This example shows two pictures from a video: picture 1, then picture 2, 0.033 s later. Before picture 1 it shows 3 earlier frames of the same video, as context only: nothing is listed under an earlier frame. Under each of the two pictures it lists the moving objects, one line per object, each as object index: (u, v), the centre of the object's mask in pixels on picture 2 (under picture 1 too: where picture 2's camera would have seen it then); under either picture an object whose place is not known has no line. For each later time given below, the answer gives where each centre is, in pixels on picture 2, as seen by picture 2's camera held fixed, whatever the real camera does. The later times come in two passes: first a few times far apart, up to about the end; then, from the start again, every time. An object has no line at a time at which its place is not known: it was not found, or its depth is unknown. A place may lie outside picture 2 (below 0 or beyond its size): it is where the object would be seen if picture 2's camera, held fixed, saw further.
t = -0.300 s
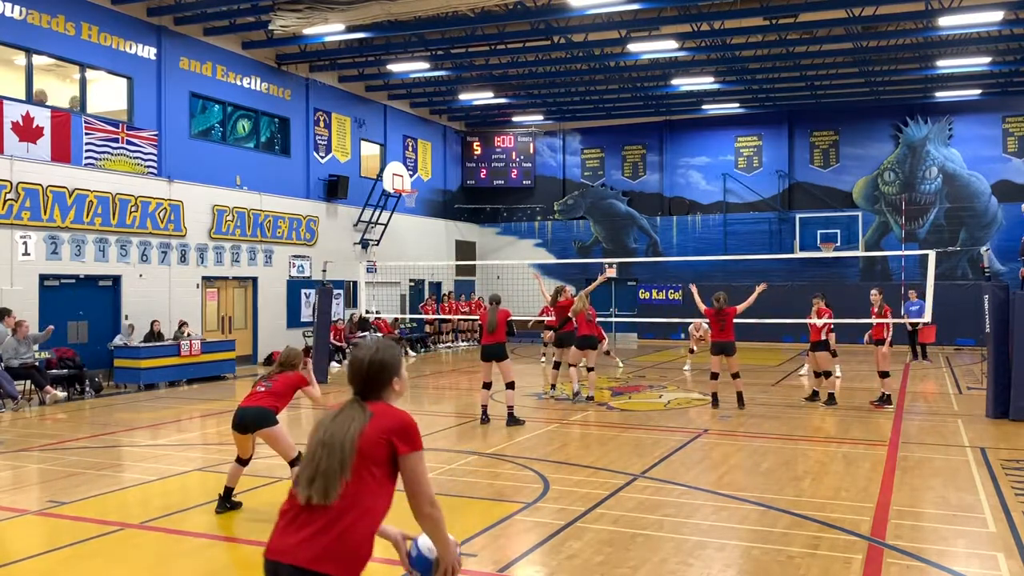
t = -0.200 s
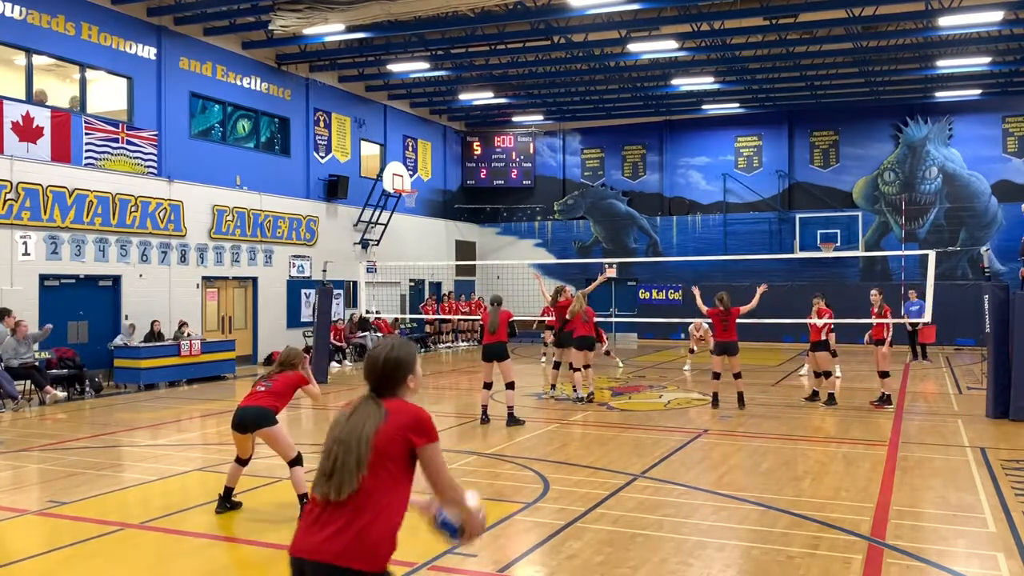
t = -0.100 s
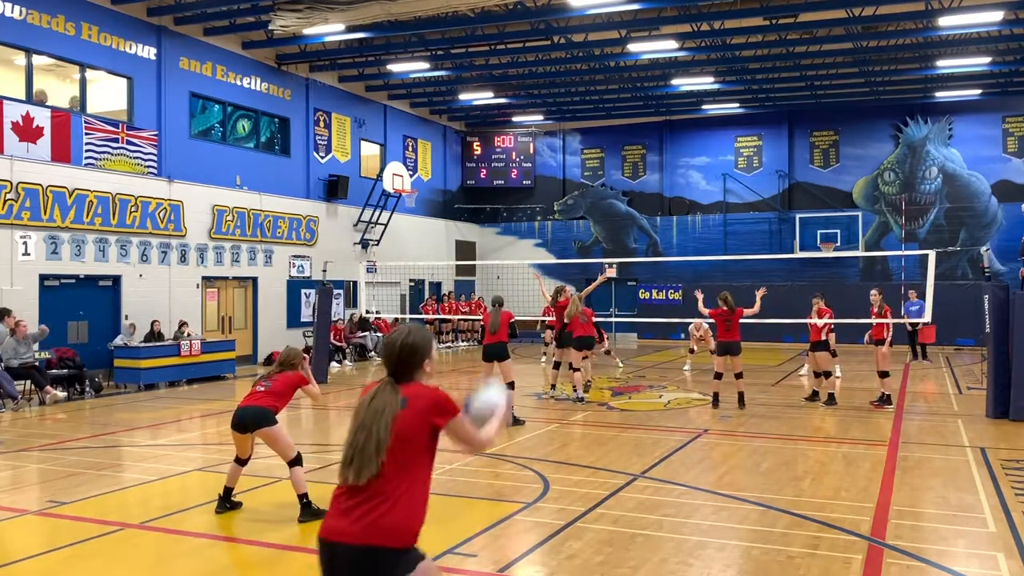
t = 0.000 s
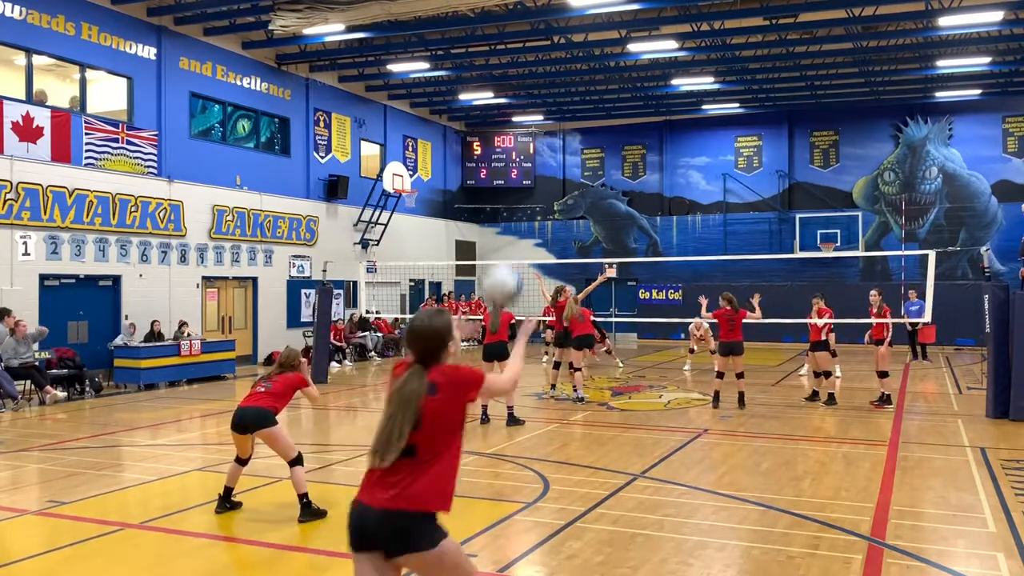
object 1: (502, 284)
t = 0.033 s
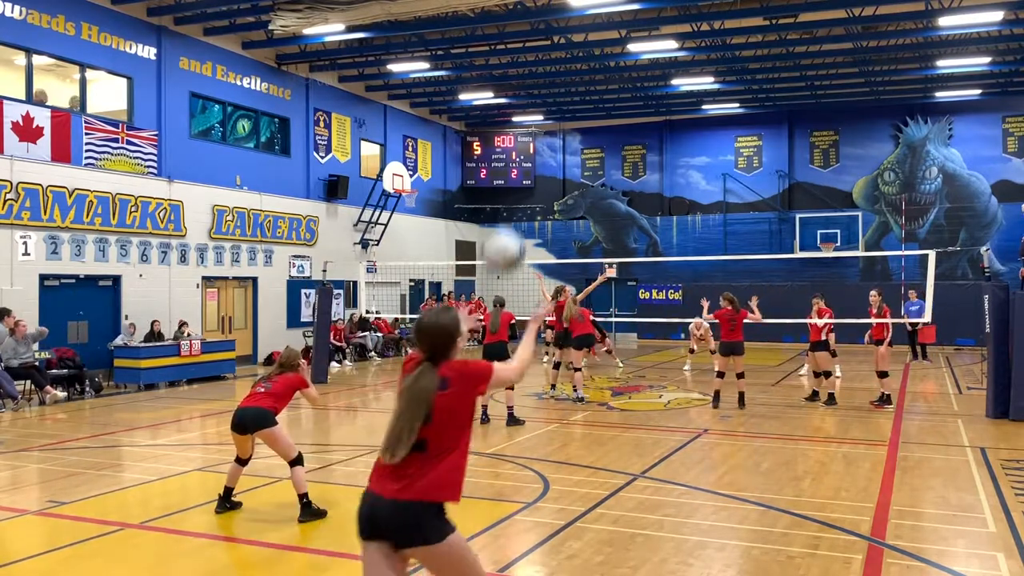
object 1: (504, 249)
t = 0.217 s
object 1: (519, 115)
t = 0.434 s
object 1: (534, 59)
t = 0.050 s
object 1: (504, 233)
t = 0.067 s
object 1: (506, 219)
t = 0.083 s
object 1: (507, 205)
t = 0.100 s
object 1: (509, 193)
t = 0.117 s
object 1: (510, 182)
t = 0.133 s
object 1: (510, 169)
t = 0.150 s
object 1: (513, 157)
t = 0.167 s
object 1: (513, 144)
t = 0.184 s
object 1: (515, 133)
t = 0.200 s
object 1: (517, 122)
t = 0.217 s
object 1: (519, 115)
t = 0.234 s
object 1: (520, 107)
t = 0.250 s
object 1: (521, 100)
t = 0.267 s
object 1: (523, 93)
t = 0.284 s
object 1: (524, 88)
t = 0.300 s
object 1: (525, 82)
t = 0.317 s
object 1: (526, 77)
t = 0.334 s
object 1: (527, 73)
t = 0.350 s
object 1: (529, 69)
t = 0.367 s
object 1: (530, 66)
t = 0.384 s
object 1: (531, 64)
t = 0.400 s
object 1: (532, 61)
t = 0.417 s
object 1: (533, 60)
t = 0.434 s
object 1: (534, 59)
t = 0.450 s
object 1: (535, 59)
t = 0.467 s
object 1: (536, 58)
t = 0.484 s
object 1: (537, 58)
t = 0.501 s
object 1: (539, 60)
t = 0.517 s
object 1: (540, 61)
